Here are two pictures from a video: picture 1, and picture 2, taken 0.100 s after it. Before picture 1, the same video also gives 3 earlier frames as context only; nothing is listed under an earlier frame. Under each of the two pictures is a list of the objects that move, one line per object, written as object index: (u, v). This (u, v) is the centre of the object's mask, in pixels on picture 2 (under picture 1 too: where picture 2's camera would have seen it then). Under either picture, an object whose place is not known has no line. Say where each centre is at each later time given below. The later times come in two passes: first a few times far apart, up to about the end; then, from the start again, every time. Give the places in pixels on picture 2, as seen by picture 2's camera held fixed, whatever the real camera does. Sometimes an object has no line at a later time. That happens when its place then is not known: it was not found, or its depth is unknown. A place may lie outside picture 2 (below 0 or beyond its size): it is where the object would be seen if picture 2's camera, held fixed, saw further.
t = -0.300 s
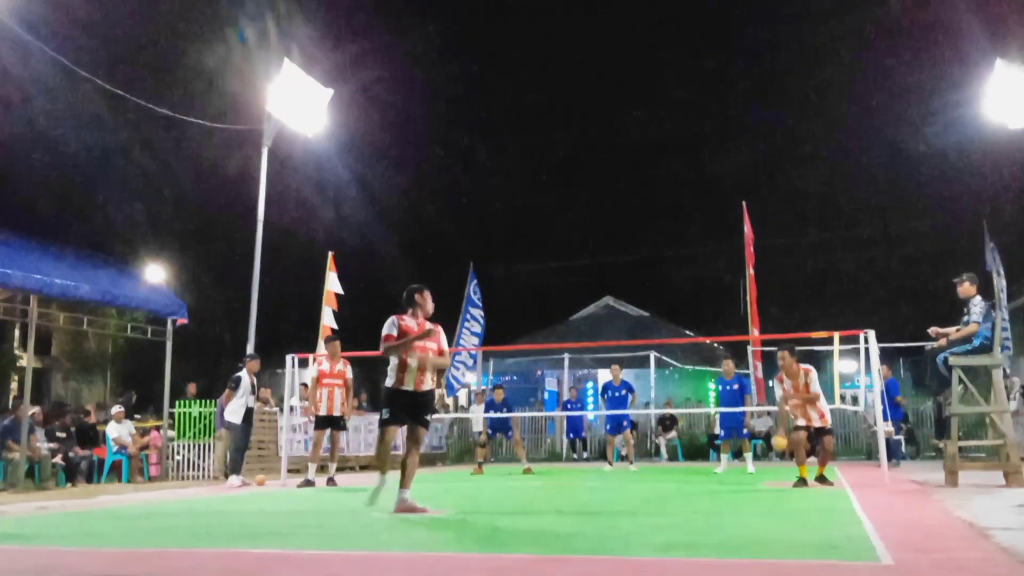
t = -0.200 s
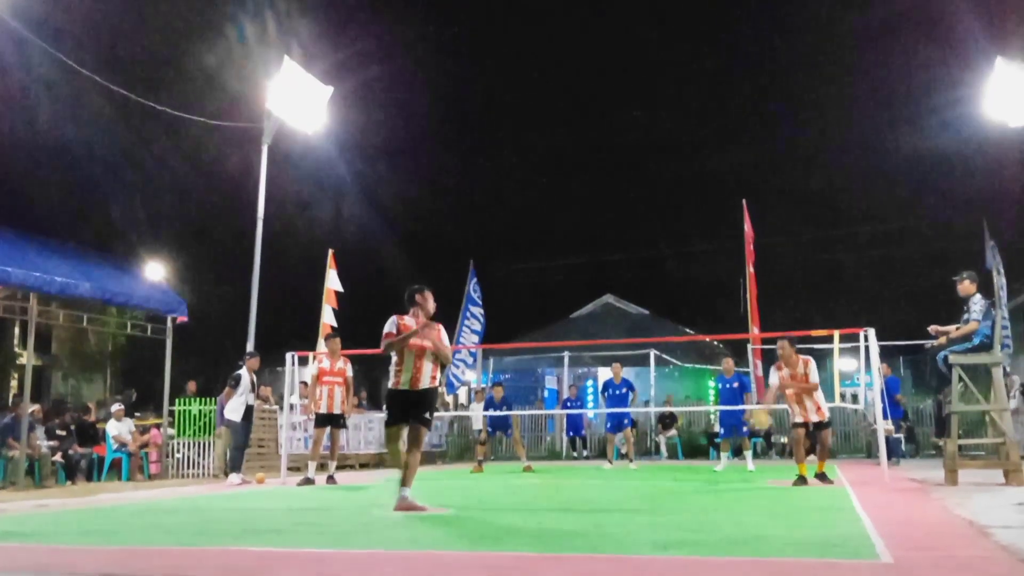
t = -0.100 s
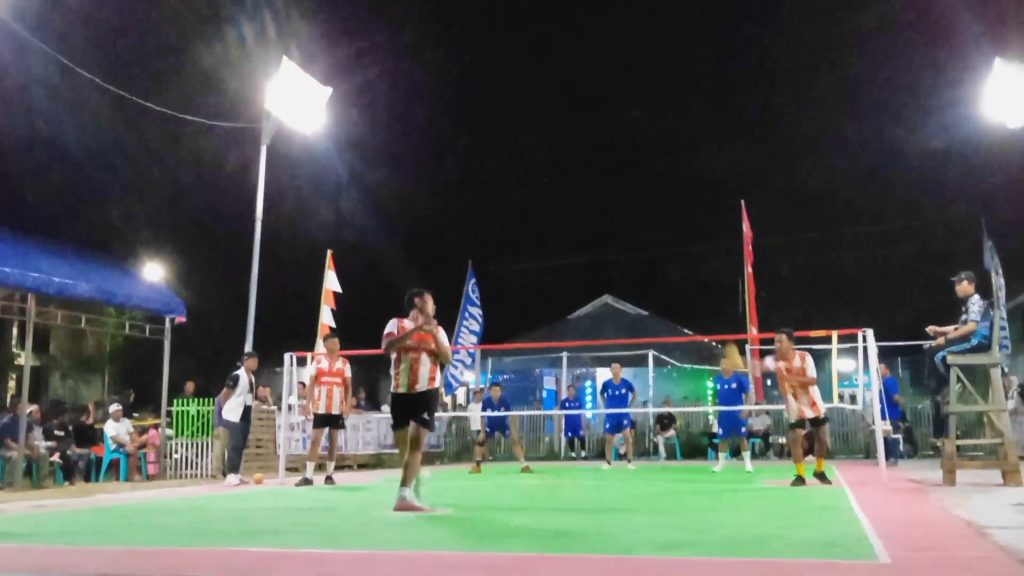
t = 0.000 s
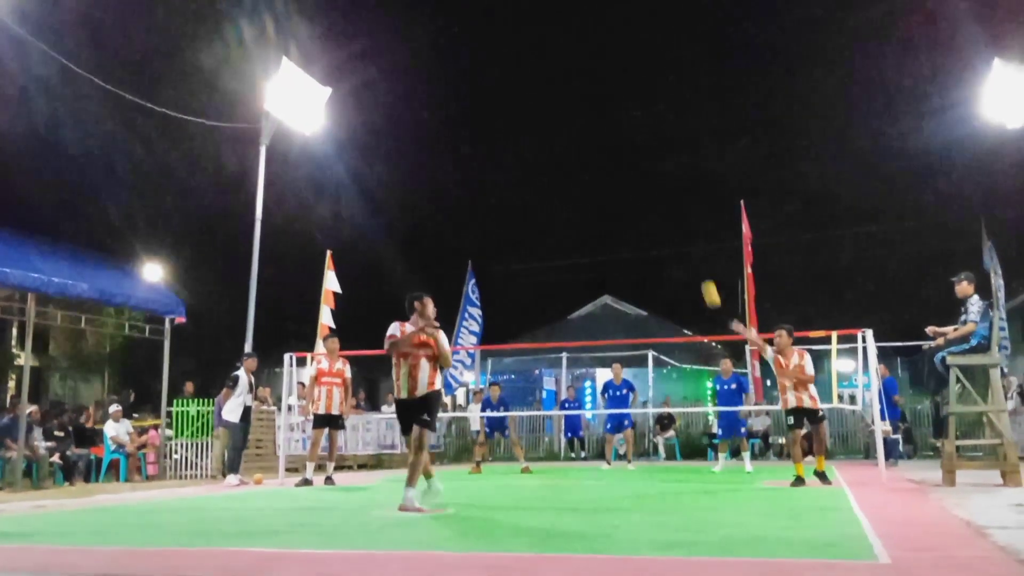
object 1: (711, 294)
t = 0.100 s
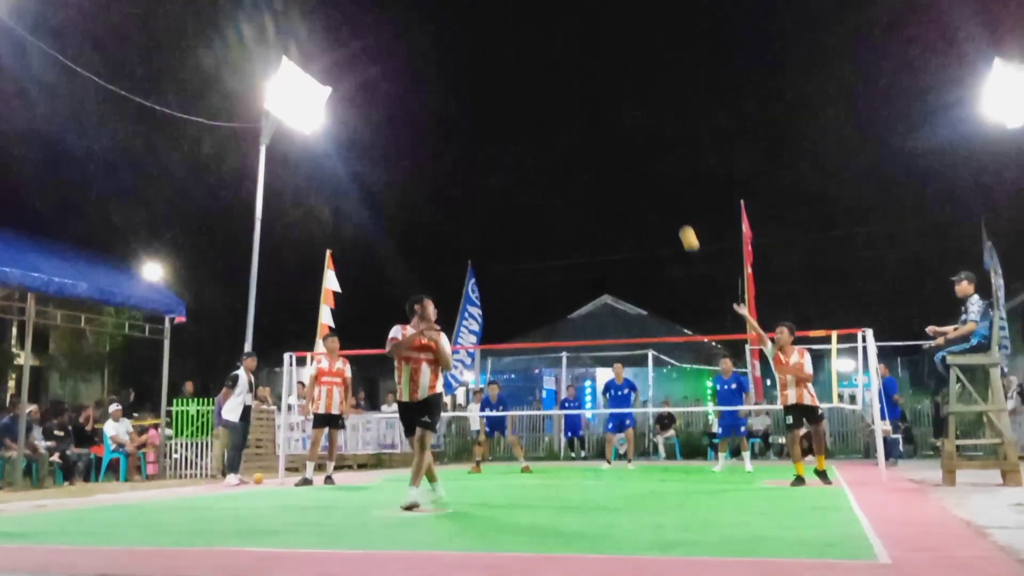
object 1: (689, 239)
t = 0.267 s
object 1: (653, 167)
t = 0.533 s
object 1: (594, 107)
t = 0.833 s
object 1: (523, 132)
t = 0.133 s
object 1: (682, 222)
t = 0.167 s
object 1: (674, 207)
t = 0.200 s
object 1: (667, 193)
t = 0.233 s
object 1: (660, 179)
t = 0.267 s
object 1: (653, 167)
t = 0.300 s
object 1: (646, 156)
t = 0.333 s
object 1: (638, 146)
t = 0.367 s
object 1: (631, 136)
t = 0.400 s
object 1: (624, 128)
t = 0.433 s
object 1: (616, 121)
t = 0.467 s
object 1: (609, 115)
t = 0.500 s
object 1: (602, 110)
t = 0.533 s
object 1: (594, 107)
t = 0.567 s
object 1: (587, 104)
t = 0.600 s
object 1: (579, 103)
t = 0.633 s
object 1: (571, 103)
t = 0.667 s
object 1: (564, 104)
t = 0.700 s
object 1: (556, 107)
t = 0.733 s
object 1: (548, 111)
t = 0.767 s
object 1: (540, 116)
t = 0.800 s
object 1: (532, 123)
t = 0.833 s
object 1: (523, 132)
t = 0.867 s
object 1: (515, 141)
